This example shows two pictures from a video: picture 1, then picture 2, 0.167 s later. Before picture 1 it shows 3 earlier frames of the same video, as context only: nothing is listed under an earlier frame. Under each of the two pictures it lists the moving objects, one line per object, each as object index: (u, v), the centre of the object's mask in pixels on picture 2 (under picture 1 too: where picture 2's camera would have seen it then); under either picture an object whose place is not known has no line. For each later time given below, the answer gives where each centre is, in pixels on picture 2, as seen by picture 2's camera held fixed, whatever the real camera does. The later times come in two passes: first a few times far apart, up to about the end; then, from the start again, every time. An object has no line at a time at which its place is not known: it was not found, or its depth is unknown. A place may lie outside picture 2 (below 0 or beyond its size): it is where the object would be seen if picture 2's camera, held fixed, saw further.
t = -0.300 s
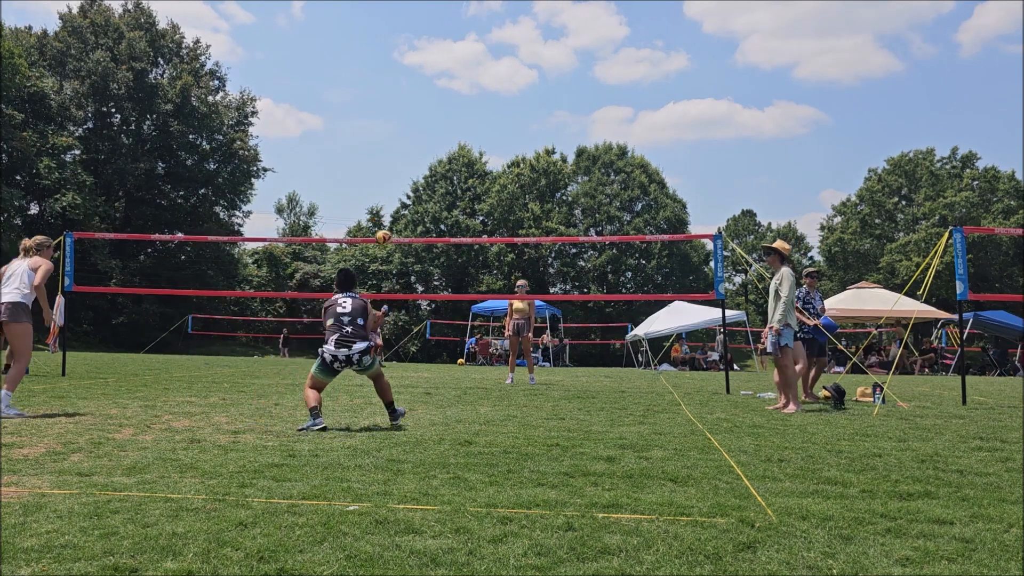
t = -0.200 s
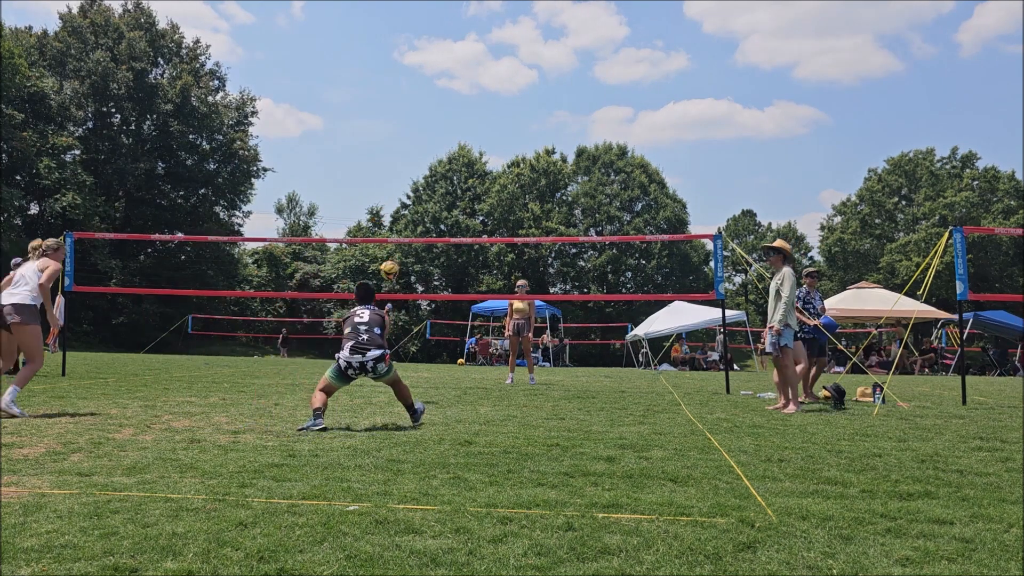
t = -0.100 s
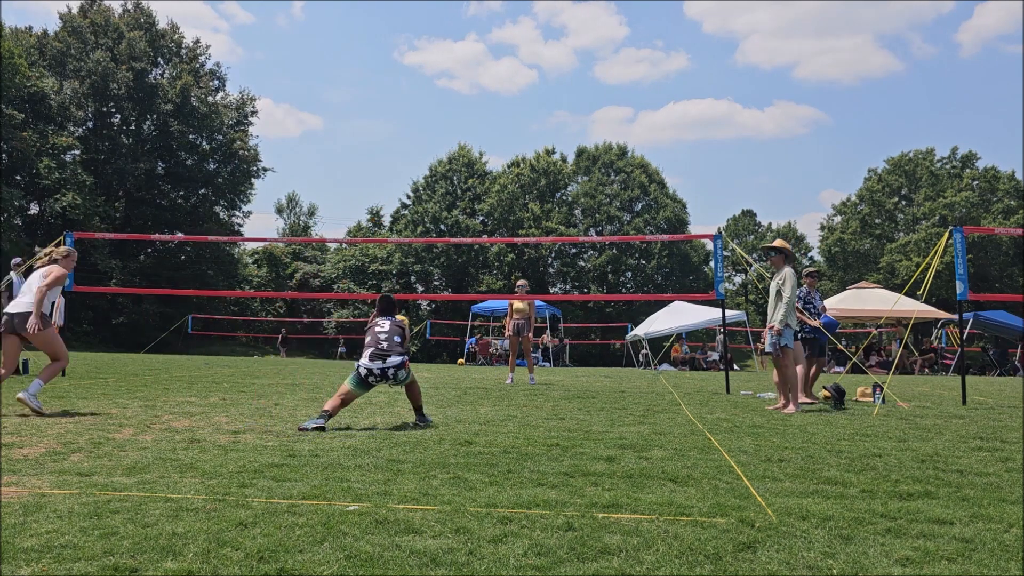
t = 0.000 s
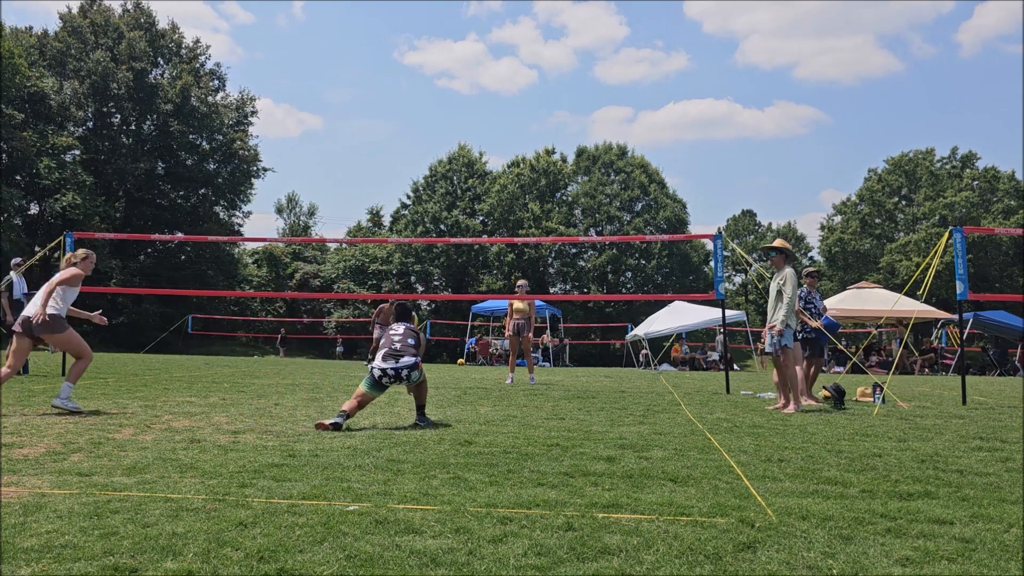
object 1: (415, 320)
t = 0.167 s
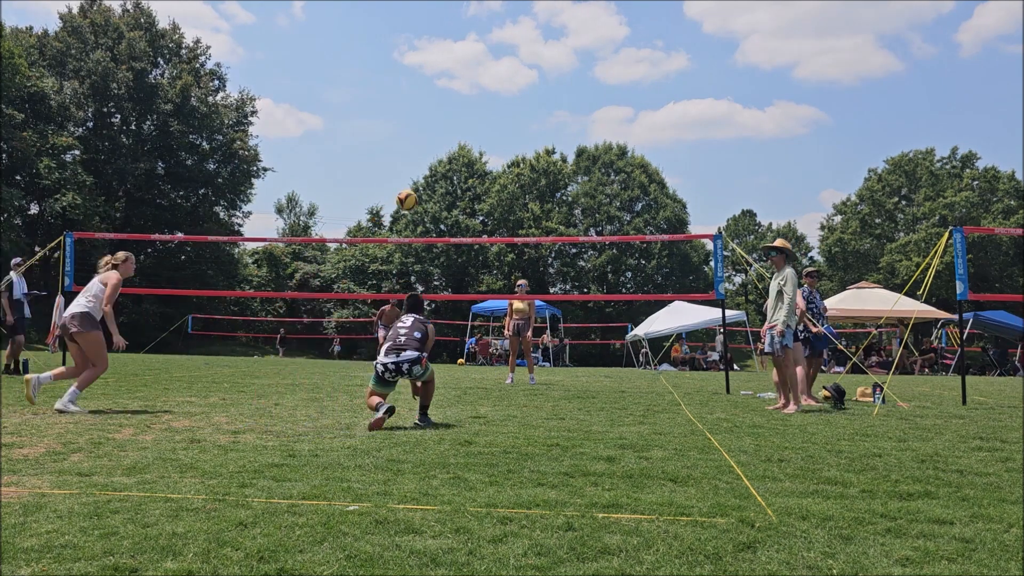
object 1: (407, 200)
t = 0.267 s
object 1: (406, 147)
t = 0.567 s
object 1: (400, 56)
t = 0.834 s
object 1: (392, 43)
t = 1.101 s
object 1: (382, 83)
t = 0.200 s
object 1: (406, 181)
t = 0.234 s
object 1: (406, 164)
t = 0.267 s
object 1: (406, 147)
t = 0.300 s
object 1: (405, 133)
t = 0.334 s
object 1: (405, 119)
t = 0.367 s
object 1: (404, 107)
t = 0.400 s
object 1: (404, 95)
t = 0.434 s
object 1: (403, 85)
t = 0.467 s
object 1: (402, 77)
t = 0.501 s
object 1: (401, 69)
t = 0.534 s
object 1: (401, 62)
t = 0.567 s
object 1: (400, 56)
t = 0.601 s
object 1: (399, 52)
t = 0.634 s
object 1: (398, 47)
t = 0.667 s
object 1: (397, 44)
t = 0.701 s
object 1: (396, 42)
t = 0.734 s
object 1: (395, 41)
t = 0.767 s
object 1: (394, 41)
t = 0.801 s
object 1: (393, 41)
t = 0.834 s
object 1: (392, 43)
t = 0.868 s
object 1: (390, 45)
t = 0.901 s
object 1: (390, 48)
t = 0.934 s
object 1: (388, 52)
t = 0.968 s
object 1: (387, 56)
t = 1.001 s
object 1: (386, 62)
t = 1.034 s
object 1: (384, 68)
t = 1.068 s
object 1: (383, 75)
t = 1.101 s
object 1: (382, 83)
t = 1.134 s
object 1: (380, 91)
